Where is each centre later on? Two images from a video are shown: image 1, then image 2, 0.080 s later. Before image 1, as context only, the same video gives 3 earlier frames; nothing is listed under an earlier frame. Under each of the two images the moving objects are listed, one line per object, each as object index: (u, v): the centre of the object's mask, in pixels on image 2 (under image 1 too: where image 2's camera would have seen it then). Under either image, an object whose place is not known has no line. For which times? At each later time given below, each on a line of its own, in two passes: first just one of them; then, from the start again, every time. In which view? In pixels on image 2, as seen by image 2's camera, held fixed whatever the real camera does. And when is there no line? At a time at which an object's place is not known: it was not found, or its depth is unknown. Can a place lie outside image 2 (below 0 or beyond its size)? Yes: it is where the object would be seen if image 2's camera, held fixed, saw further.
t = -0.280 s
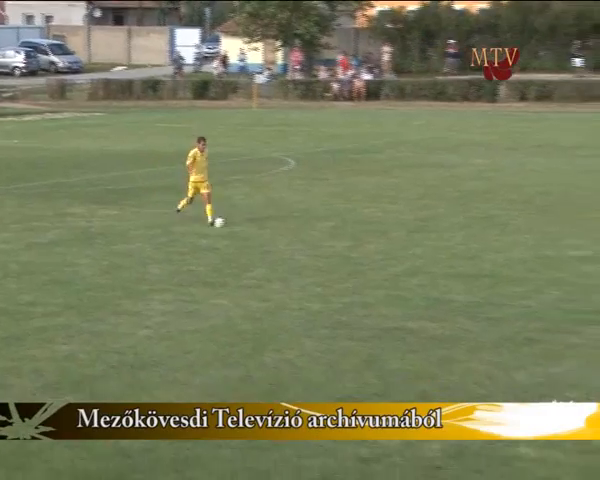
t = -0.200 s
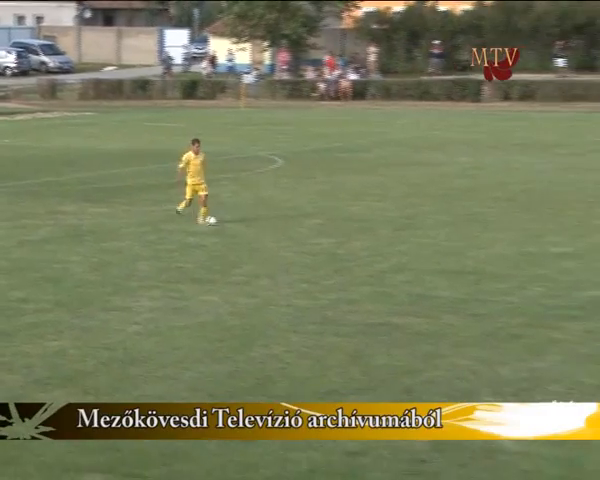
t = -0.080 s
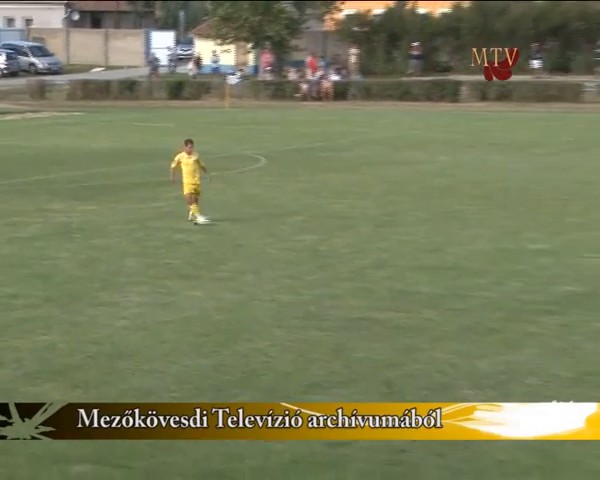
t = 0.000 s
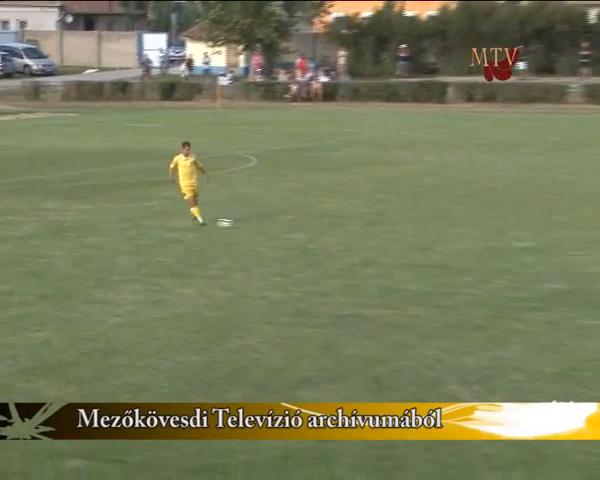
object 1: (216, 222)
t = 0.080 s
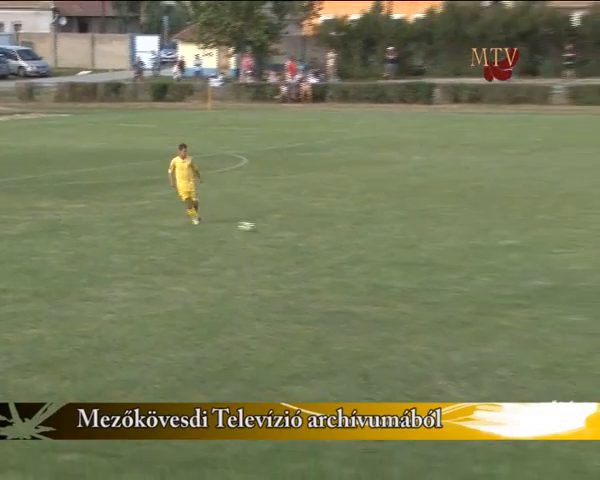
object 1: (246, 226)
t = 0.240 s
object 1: (304, 232)
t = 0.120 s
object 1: (260, 228)
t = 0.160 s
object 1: (275, 230)
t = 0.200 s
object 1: (289, 230)
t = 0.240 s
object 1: (304, 232)
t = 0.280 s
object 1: (318, 234)
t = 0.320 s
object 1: (330, 236)
